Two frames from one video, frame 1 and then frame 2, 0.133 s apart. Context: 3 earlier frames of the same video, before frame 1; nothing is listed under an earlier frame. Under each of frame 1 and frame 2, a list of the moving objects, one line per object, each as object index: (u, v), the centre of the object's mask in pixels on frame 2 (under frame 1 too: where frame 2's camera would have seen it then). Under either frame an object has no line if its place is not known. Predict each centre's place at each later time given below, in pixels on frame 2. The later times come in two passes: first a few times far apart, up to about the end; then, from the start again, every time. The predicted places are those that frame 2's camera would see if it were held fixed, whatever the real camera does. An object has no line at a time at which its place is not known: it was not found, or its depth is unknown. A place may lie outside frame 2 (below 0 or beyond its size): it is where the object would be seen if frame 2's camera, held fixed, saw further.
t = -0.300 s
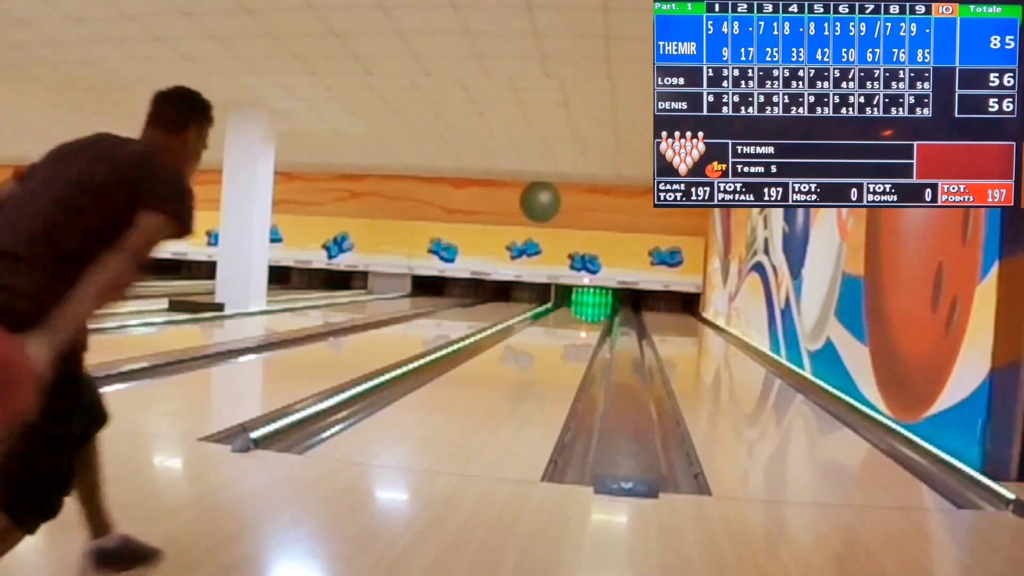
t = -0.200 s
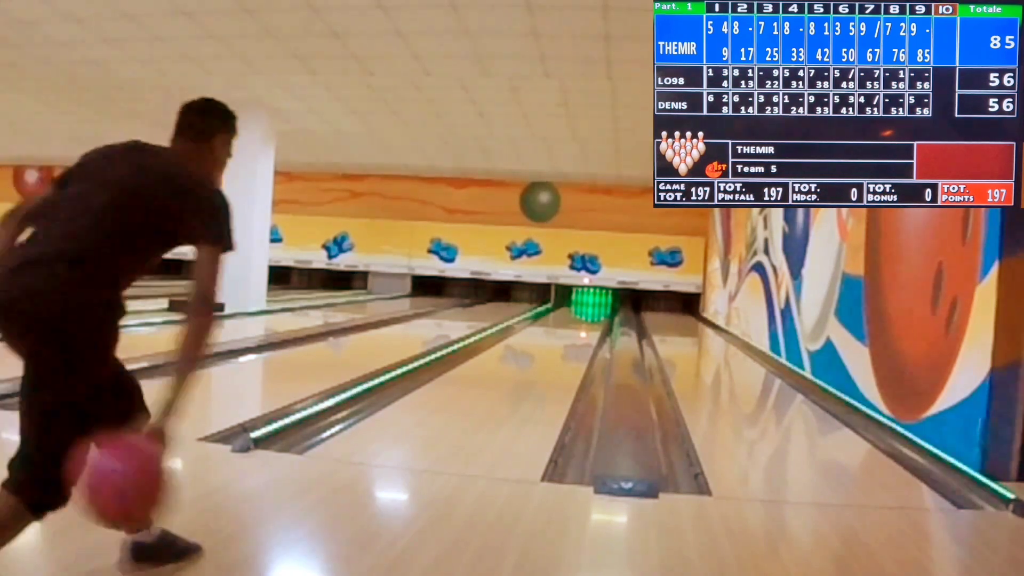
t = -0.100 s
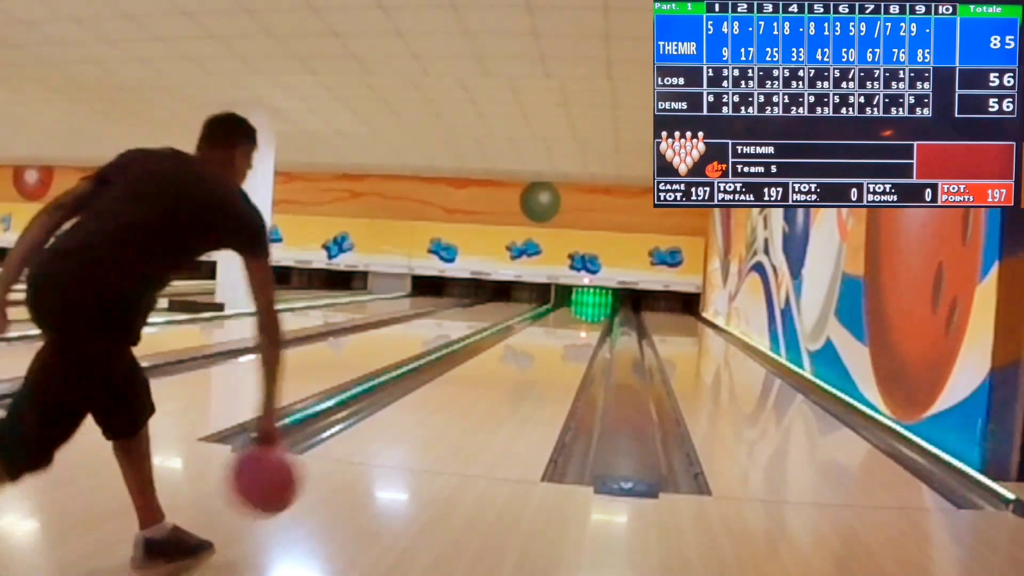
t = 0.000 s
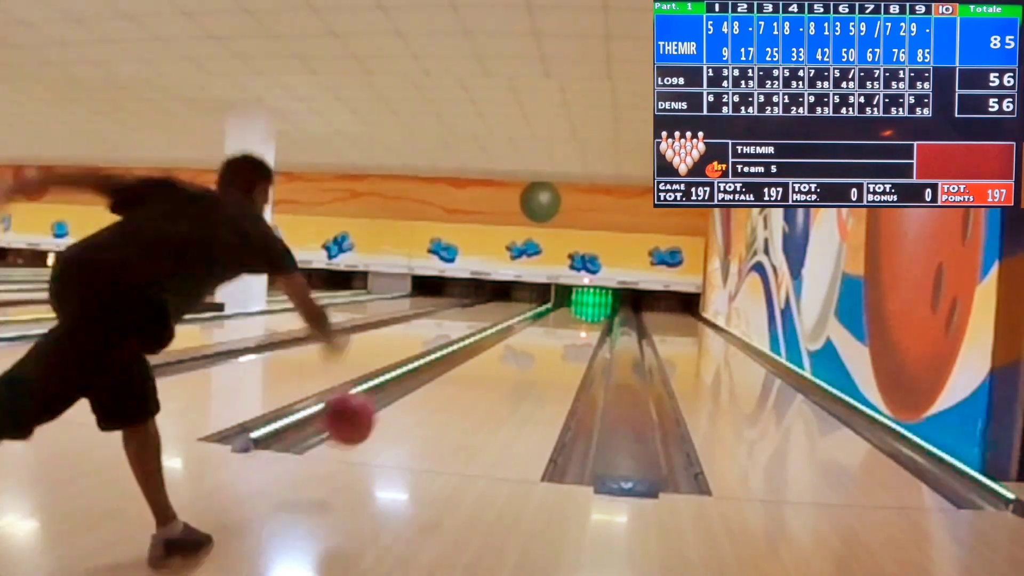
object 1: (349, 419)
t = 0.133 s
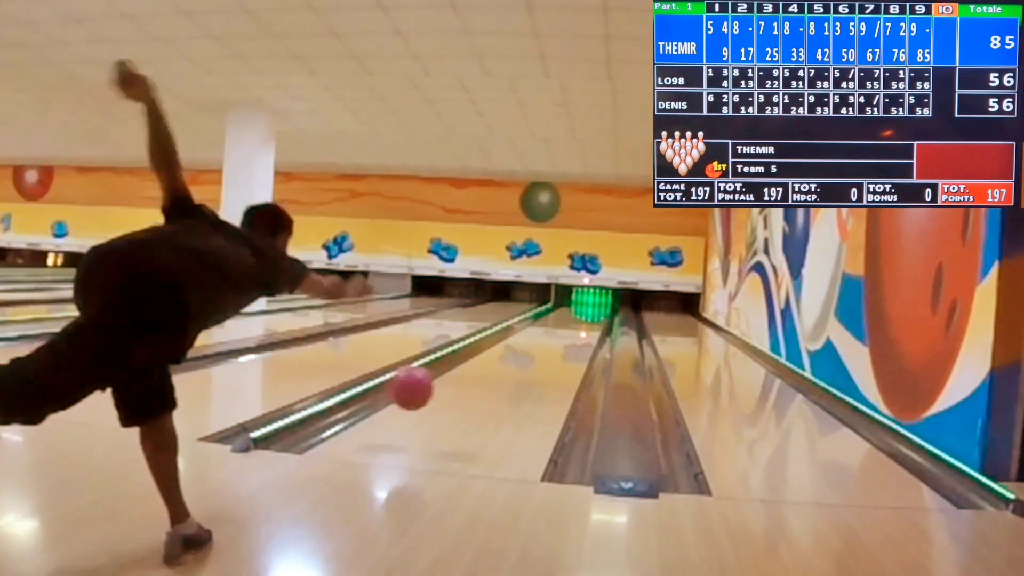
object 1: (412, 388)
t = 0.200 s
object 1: (432, 389)
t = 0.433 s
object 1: (484, 372)
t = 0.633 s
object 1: (510, 356)
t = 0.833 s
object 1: (528, 343)
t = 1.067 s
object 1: (543, 332)
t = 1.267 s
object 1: (553, 326)
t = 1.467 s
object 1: (561, 321)
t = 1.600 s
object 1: (565, 317)
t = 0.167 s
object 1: (423, 387)
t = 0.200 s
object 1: (432, 389)
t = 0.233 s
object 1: (441, 393)
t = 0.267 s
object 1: (450, 398)
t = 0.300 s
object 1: (458, 389)
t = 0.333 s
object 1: (466, 381)
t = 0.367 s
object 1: (472, 376)
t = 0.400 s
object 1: (478, 373)
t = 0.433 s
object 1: (484, 372)
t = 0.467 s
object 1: (489, 371)
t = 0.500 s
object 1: (494, 367)
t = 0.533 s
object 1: (498, 364)
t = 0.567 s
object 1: (503, 361)
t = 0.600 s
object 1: (507, 359)
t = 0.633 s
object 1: (510, 356)
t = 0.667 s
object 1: (514, 353)
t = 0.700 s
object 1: (517, 351)
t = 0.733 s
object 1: (520, 349)
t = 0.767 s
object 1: (523, 347)
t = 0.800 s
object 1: (526, 345)
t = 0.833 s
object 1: (528, 343)
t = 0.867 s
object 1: (531, 341)
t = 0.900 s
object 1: (533, 339)
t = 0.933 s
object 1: (536, 337)
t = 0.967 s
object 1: (538, 336)
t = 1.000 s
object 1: (540, 335)
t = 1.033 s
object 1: (542, 333)
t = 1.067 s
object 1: (543, 332)
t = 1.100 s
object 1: (545, 331)
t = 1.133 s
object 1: (547, 329)
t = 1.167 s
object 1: (548, 329)
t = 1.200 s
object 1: (550, 328)
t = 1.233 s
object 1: (552, 327)
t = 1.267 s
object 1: (553, 326)
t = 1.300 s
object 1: (555, 325)
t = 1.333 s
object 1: (556, 325)
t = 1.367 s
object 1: (557, 324)
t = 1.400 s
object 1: (558, 323)
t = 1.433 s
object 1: (559, 322)
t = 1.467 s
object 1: (561, 321)
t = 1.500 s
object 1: (564, 318)
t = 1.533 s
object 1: (561, 320)
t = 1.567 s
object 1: (565, 318)
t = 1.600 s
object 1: (565, 317)
